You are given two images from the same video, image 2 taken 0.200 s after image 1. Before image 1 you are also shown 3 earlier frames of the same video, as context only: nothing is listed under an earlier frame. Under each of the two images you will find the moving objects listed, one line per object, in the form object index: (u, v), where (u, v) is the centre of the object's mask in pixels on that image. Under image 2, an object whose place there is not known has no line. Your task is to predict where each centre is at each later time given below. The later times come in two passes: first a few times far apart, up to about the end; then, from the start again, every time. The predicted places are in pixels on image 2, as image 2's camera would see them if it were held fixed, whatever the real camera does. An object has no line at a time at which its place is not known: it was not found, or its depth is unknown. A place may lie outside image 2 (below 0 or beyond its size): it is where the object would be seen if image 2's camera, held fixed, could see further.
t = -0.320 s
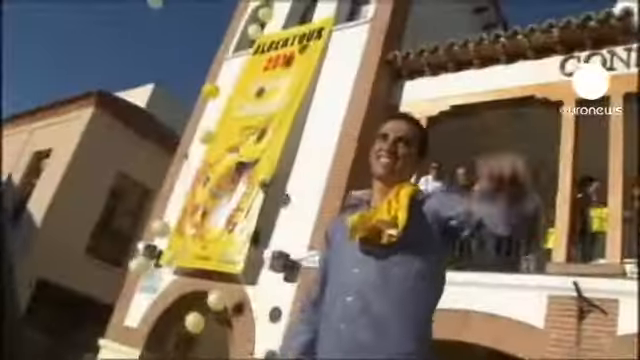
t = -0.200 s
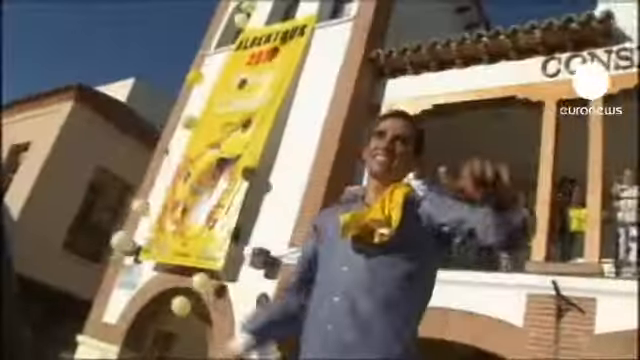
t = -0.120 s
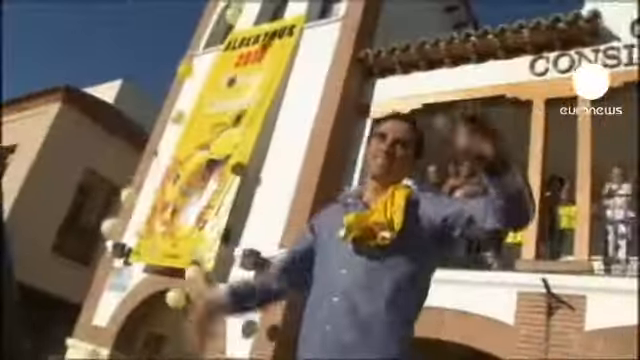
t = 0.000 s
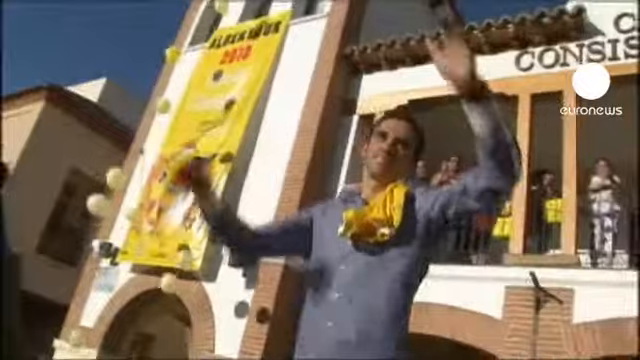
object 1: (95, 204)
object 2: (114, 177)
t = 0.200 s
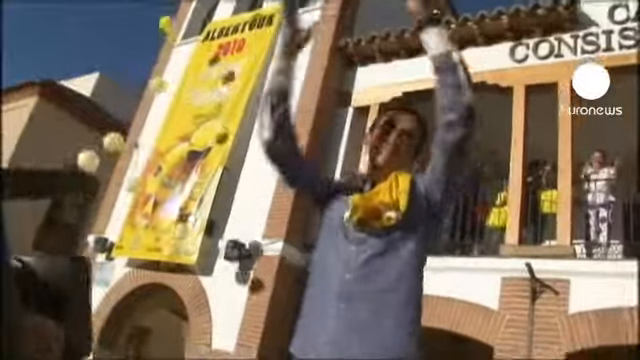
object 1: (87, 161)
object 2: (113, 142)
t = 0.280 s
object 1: (86, 146)
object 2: (114, 130)
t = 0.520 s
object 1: (83, 105)
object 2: (110, 103)
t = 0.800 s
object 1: (84, 77)
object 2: (102, 81)
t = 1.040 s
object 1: (77, 62)
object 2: (97, 70)
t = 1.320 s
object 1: (68, 40)
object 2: (89, 50)
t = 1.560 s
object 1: (62, 14)
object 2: (83, 27)
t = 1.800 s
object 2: (79, 2)
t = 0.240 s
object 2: (113, 136)
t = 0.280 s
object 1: (86, 146)
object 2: (114, 130)
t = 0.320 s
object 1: (84, 138)
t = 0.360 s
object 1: (84, 131)
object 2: (114, 120)
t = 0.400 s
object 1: (84, 124)
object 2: (113, 115)
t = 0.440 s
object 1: (84, 117)
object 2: (112, 111)
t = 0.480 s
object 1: (83, 111)
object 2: (112, 107)
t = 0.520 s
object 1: (83, 105)
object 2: (110, 103)
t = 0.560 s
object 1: (84, 100)
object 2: (109, 99)
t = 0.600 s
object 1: (85, 95)
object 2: (108, 96)
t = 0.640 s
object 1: (86, 92)
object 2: (107, 93)
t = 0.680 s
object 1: (87, 88)
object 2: (106, 90)
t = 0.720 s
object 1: (84, 82)
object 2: (105, 87)
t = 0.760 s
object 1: (83, 79)
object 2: (104, 84)
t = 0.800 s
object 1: (84, 77)
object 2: (102, 81)
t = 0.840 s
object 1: (83, 74)
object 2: (102, 80)
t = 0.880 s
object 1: (82, 71)
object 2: (101, 78)
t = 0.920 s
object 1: (81, 69)
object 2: (100, 76)
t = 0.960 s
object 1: (80, 67)
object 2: (99, 74)
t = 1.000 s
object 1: (79, 64)
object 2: (98, 72)
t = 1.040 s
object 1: (77, 62)
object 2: (97, 70)
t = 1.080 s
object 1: (76, 59)
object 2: (96, 67)
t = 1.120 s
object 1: (76, 56)
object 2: (95, 65)
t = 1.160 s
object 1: (74, 53)
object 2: (94, 62)
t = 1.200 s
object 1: (72, 50)
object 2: (92, 60)
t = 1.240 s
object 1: (71, 47)
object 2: (91, 56)
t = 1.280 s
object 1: (70, 43)
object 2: (90, 54)
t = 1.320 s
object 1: (68, 40)
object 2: (89, 50)
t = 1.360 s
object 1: (67, 36)
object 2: (88, 47)
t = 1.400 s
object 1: (66, 32)
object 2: (87, 44)
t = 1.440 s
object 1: (65, 29)
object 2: (85, 40)
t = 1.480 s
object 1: (64, 24)
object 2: (85, 36)
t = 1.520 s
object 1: (63, 19)
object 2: (84, 30)
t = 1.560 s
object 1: (62, 14)
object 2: (83, 27)
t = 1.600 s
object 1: (61, 9)
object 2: (82, 23)
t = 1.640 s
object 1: (60, 5)
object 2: (82, 20)
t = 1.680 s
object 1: (59, 1)
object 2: (81, 15)
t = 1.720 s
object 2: (81, 10)
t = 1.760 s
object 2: (80, 6)
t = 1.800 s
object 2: (79, 2)
